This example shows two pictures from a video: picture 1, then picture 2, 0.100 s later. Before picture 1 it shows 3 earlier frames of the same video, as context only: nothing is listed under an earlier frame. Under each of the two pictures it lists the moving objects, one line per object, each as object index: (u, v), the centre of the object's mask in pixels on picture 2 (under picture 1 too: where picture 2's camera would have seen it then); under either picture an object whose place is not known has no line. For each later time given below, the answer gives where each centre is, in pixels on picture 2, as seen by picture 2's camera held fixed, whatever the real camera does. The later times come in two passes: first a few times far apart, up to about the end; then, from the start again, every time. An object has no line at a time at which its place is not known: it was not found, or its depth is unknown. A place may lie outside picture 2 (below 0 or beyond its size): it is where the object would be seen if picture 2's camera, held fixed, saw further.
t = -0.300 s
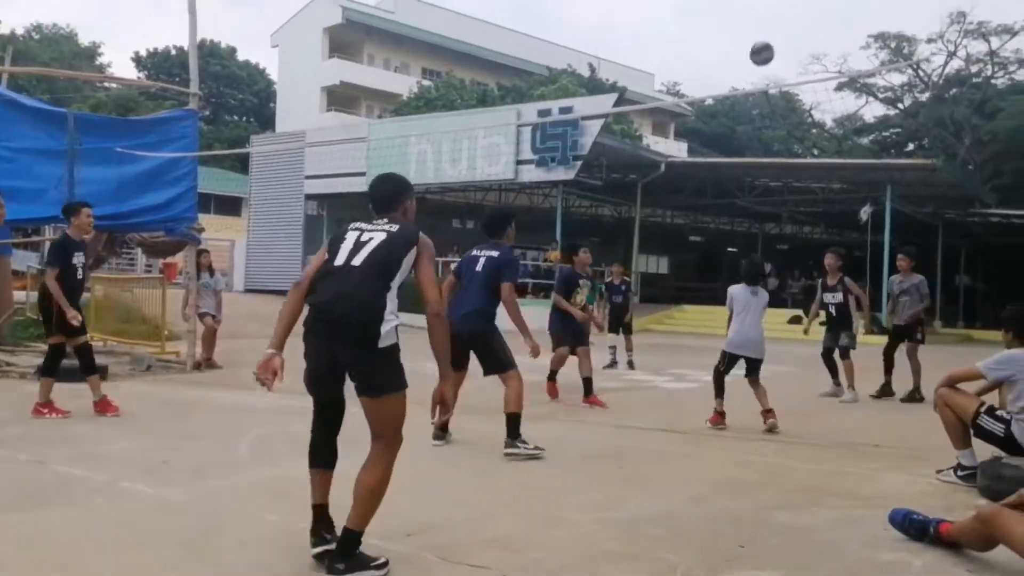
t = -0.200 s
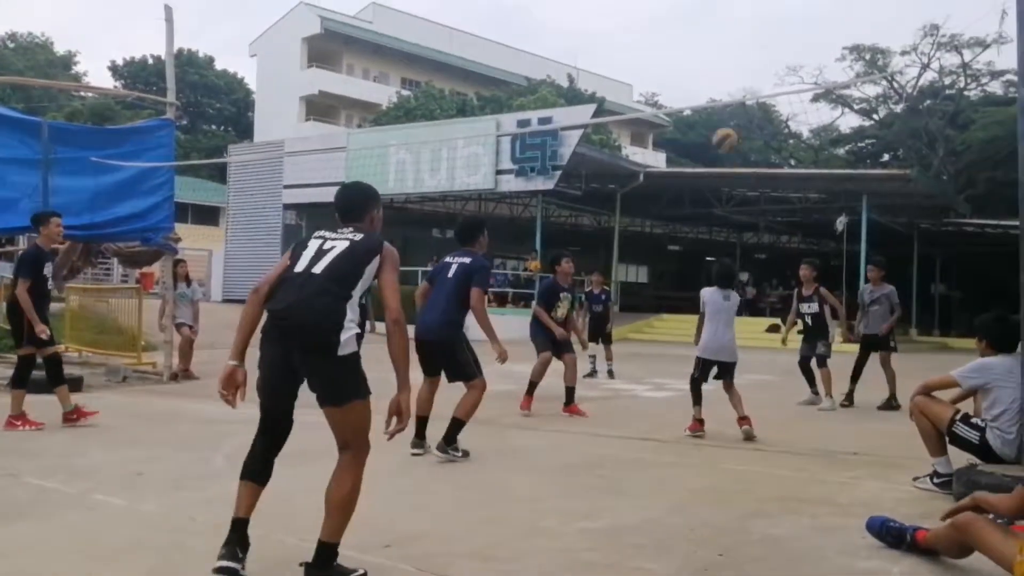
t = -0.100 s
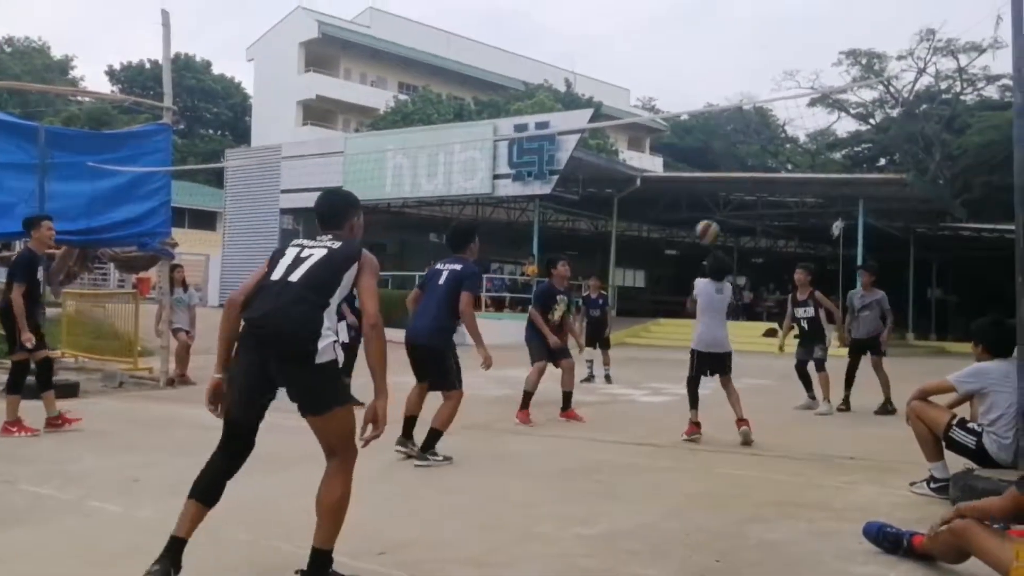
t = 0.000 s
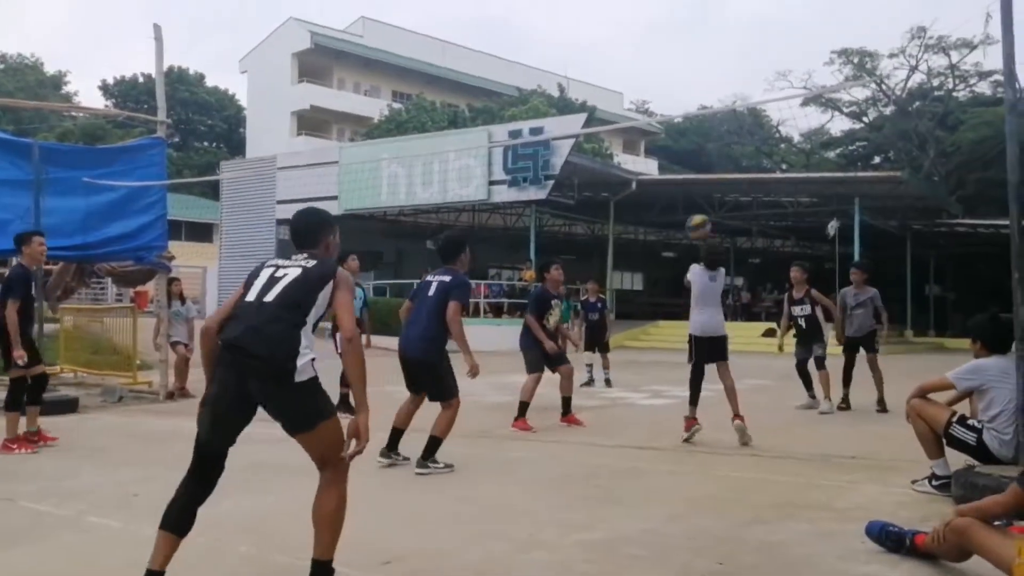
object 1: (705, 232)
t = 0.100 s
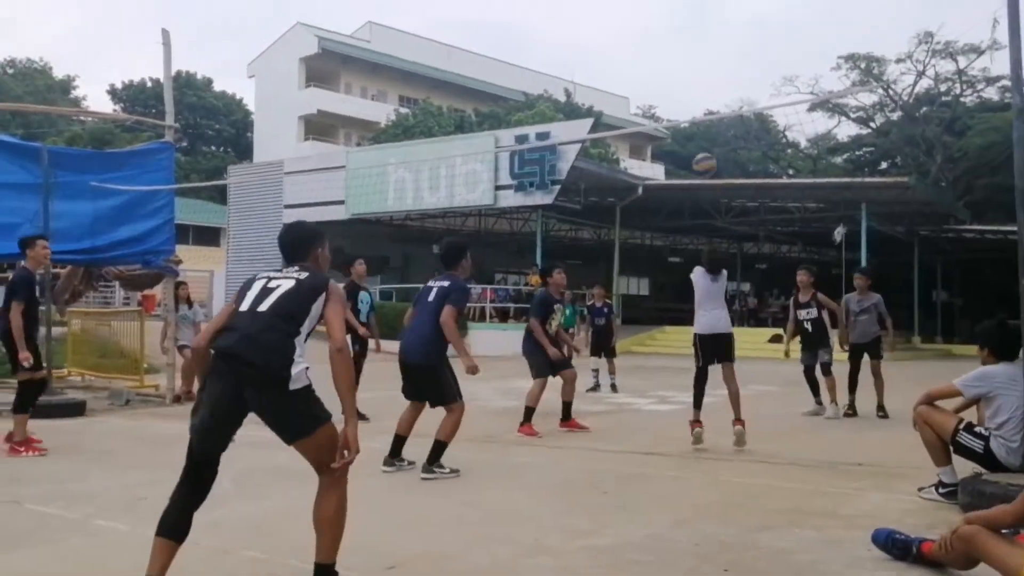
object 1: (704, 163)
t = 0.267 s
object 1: (704, 85)
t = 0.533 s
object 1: (706, 25)
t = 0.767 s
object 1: (704, 37)
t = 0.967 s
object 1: (703, 85)
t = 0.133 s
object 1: (705, 144)
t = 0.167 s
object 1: (704, 128)
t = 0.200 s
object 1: (704, 109)
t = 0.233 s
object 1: (704, 98)
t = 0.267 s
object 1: (704, 85)
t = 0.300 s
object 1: (704, 72)
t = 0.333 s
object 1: (705, 62)
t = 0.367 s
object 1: (705, 53)
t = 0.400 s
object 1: (705, 45)
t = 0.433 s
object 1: (704, 38)
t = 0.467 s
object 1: (704, 33)
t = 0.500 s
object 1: (705, 28)
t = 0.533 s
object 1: (706, 25)
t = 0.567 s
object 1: (706, 24)
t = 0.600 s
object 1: (706, 23)
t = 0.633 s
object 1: (705, 24)
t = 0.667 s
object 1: (705, 26)
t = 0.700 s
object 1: (704, 29)
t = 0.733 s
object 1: (704, 33)
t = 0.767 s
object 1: (704, 37)
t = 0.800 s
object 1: (704, 42)
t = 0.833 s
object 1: (704, 48)
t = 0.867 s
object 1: (704, 57)
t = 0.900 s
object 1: (703, 65)
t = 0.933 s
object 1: (703, 75)
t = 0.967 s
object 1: (703, 85)
